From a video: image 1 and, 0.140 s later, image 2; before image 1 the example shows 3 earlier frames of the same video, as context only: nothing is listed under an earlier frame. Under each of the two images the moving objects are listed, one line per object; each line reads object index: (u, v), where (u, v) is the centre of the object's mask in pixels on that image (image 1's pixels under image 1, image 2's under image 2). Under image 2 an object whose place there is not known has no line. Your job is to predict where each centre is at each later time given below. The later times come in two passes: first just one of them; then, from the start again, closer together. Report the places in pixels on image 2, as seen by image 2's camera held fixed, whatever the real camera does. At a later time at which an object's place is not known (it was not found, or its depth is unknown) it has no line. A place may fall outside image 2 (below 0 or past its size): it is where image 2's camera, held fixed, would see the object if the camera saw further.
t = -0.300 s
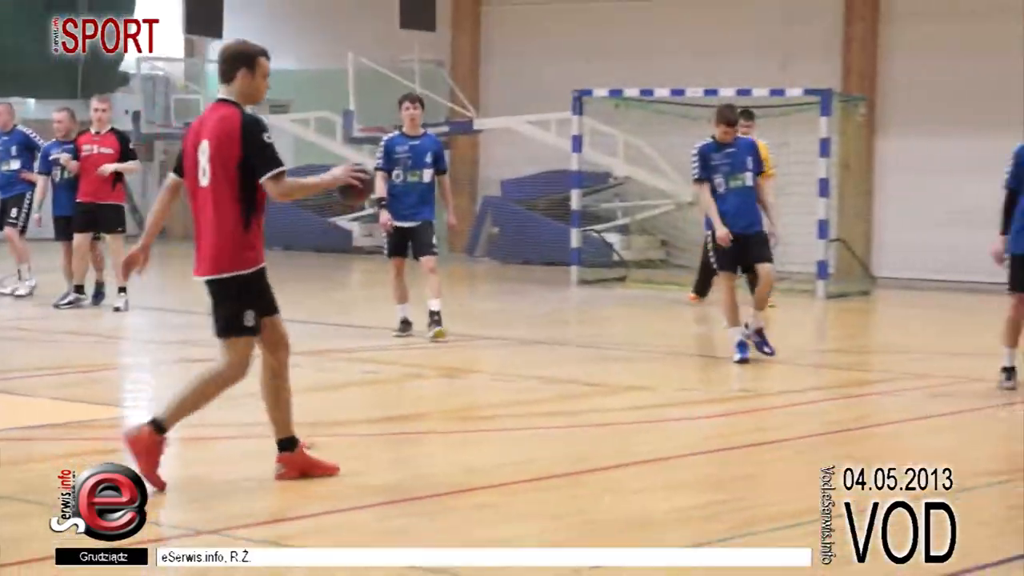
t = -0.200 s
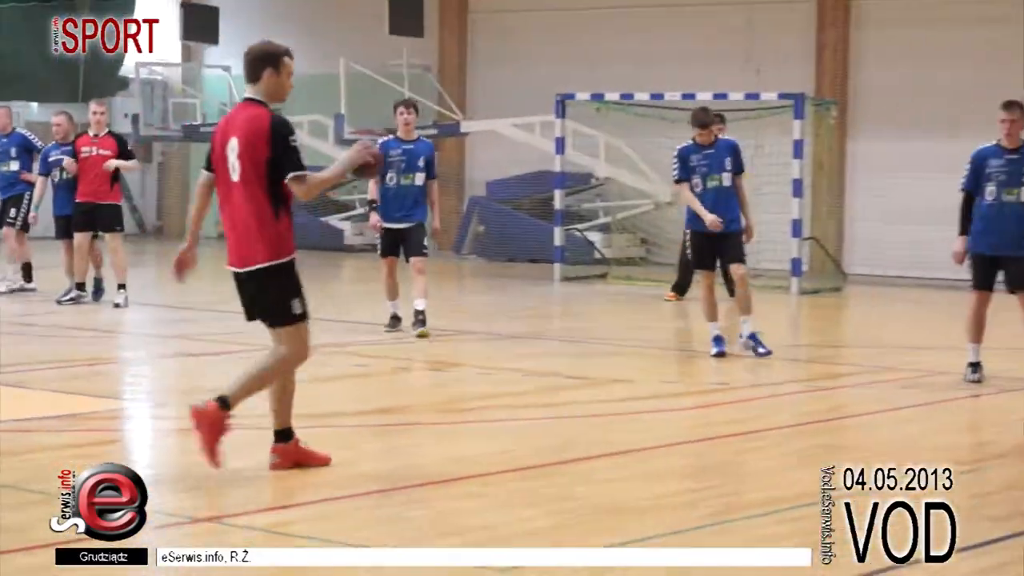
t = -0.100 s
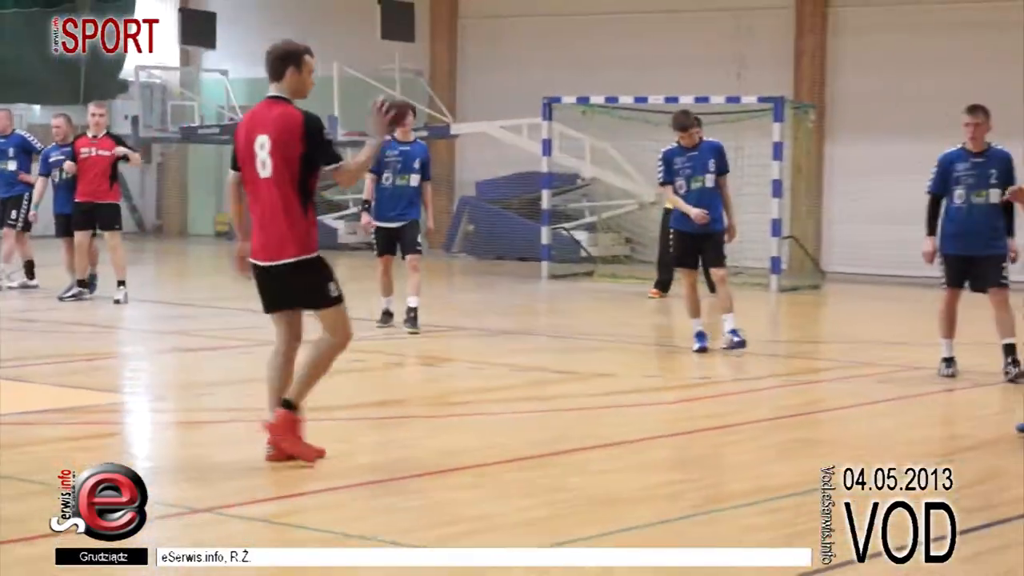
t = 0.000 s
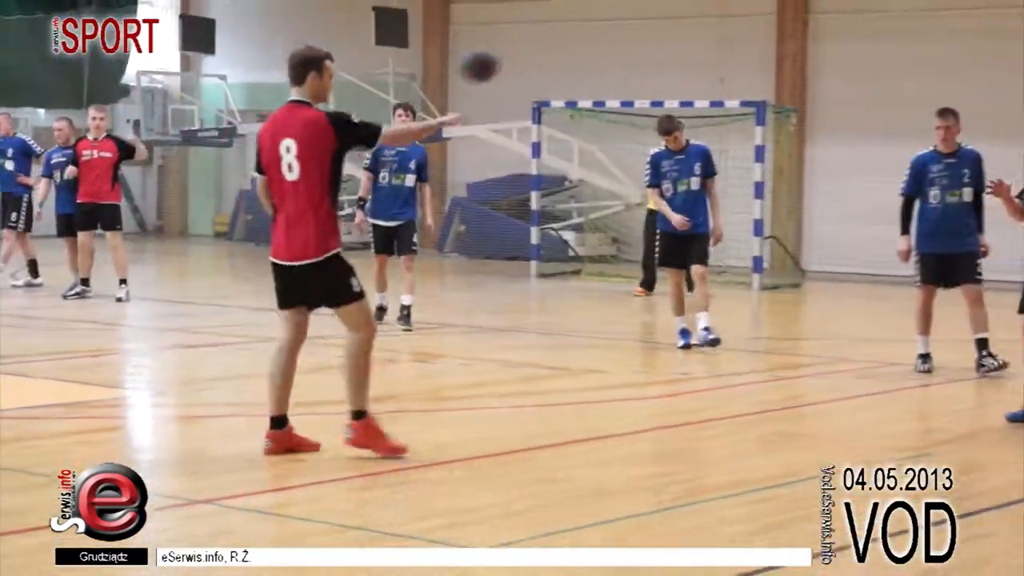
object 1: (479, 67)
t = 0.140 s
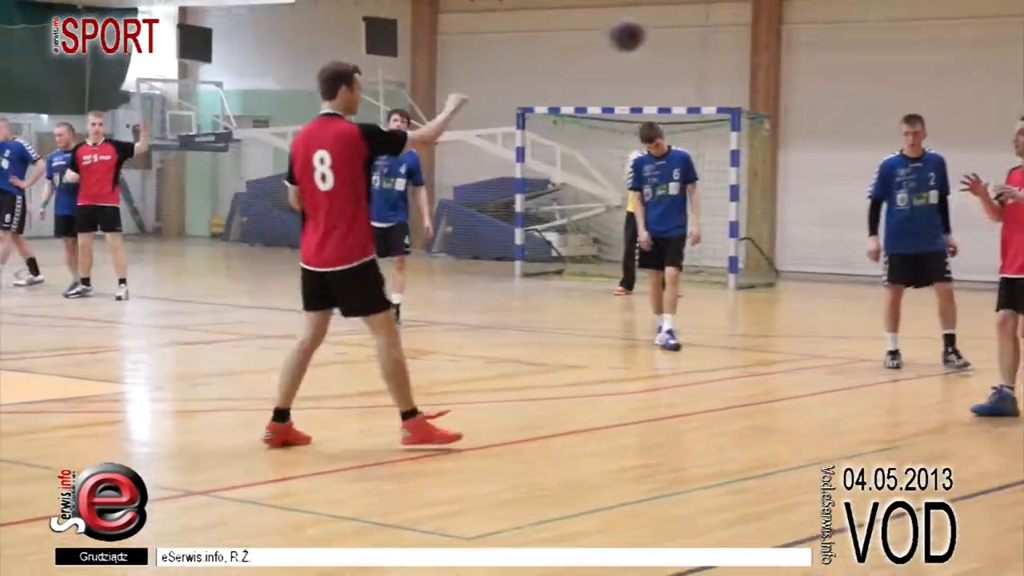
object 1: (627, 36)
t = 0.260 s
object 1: (751, 30)
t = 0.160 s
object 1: (648, 33)
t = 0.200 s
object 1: (691, 30)
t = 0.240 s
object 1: (731, 30)
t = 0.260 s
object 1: (751, 30)
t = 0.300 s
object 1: (791, 34)
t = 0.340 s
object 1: (827, 42)
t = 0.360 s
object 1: (845, 46)
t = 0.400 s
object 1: (883, 56)
